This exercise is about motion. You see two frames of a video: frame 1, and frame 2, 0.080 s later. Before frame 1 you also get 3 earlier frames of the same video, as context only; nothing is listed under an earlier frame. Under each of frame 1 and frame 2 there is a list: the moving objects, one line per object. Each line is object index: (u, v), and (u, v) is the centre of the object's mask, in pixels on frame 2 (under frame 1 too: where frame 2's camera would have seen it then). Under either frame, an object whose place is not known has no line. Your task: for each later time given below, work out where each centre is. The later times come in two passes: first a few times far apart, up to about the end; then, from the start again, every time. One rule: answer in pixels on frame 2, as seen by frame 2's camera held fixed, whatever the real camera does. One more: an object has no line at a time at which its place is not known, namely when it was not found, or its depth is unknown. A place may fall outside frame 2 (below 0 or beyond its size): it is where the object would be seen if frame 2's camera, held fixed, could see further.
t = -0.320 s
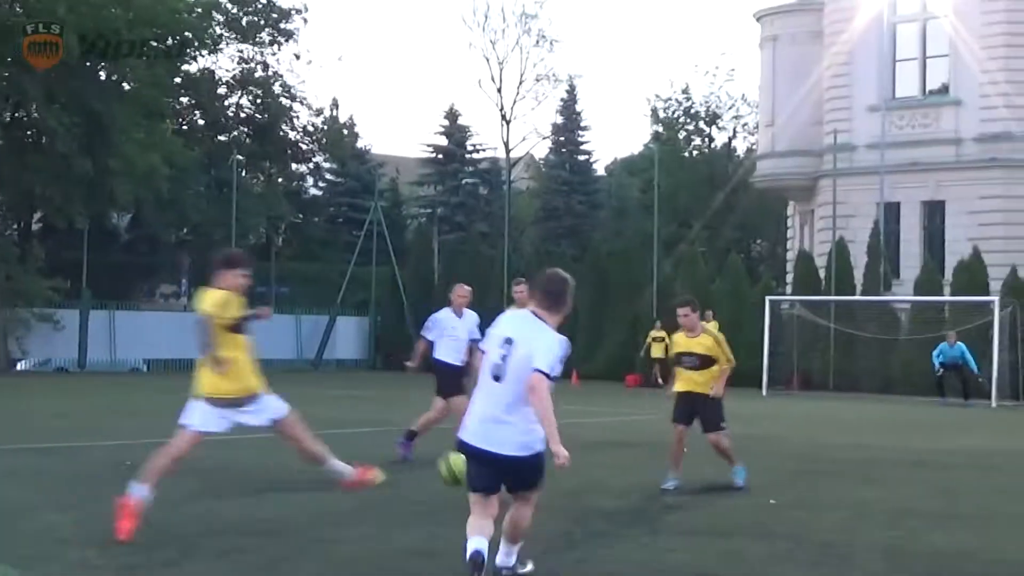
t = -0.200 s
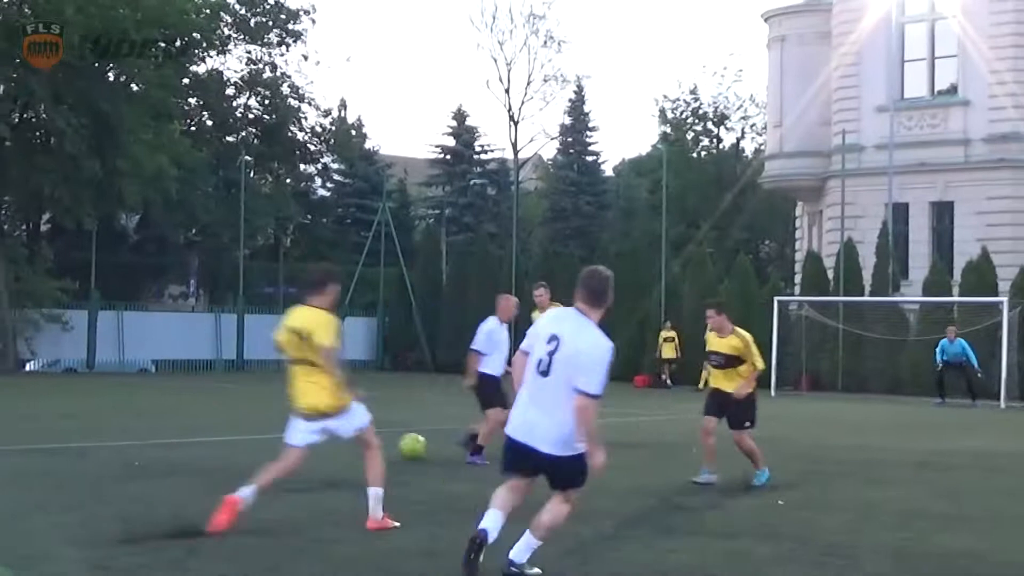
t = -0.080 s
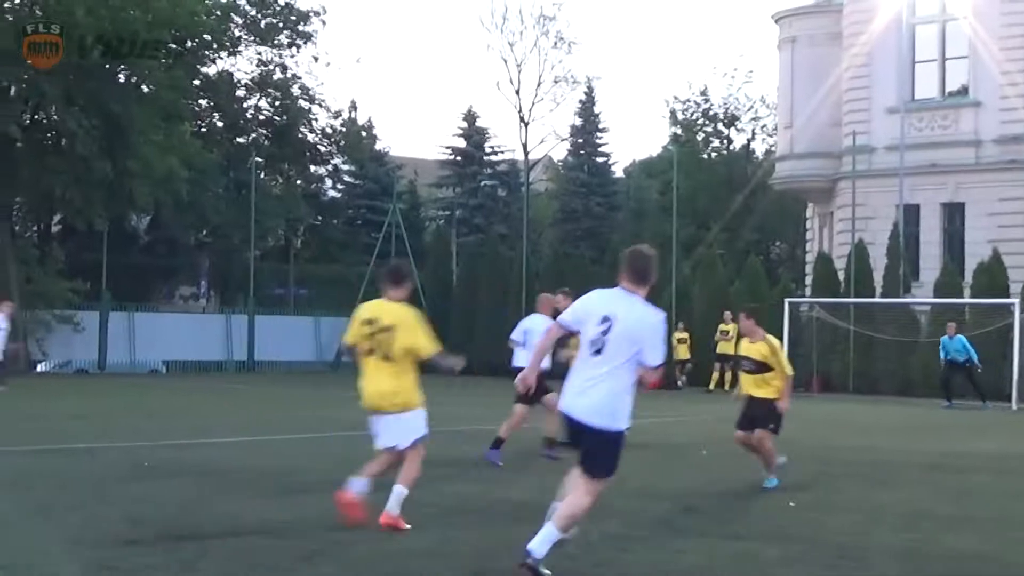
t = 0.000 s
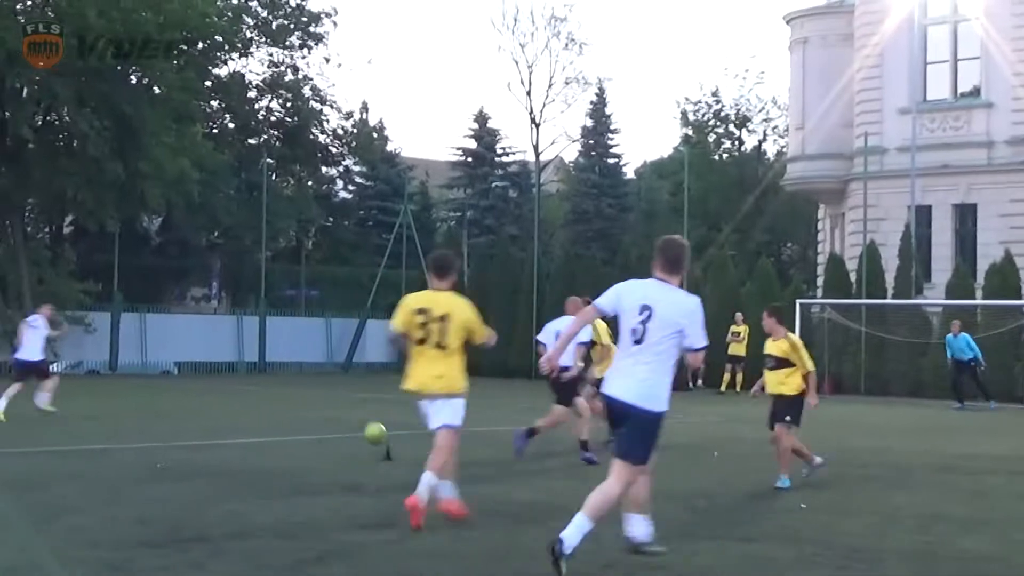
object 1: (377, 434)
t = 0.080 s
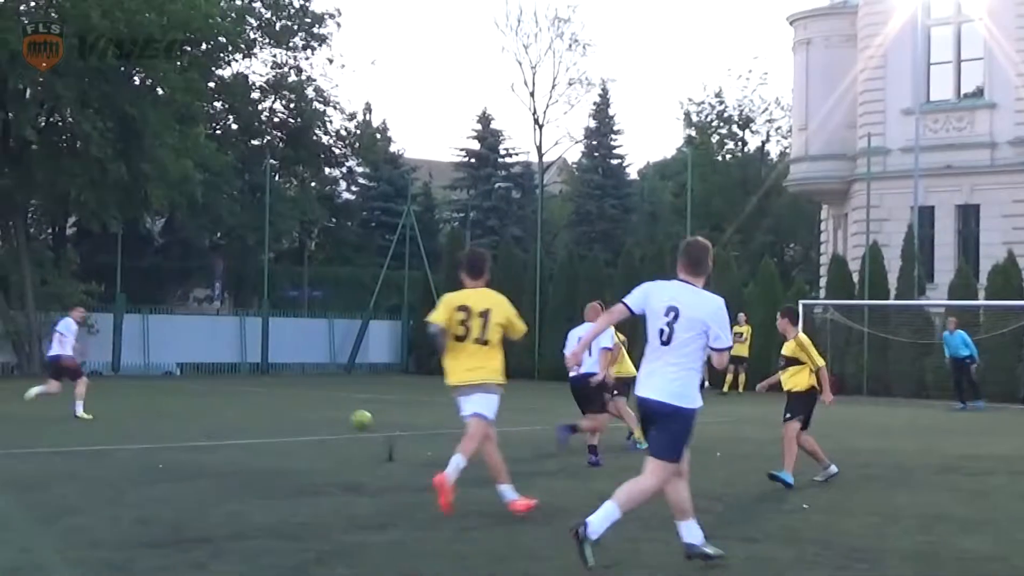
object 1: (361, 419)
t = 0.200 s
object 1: (339, 414)
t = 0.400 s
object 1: (311, 404)
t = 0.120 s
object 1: (354, 416)
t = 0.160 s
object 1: (346, 413)
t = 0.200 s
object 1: (339, 414)
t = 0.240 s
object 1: (332, 415)
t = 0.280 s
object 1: (325, 418)
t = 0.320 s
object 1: (321, 415)
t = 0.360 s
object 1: (316, 408)
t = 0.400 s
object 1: (311, 404)
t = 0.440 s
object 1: (307, 402)
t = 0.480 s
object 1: (303, 402)
